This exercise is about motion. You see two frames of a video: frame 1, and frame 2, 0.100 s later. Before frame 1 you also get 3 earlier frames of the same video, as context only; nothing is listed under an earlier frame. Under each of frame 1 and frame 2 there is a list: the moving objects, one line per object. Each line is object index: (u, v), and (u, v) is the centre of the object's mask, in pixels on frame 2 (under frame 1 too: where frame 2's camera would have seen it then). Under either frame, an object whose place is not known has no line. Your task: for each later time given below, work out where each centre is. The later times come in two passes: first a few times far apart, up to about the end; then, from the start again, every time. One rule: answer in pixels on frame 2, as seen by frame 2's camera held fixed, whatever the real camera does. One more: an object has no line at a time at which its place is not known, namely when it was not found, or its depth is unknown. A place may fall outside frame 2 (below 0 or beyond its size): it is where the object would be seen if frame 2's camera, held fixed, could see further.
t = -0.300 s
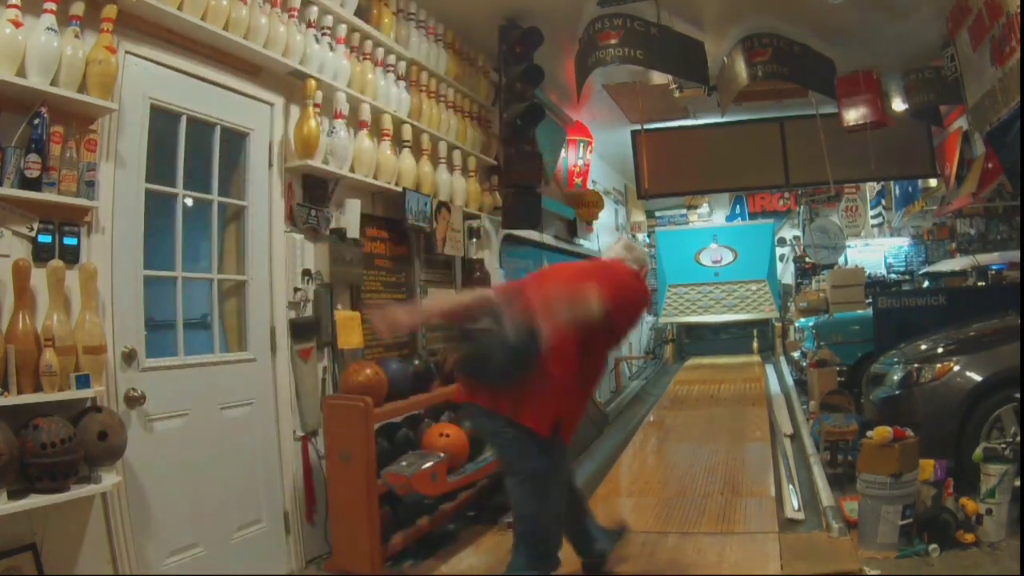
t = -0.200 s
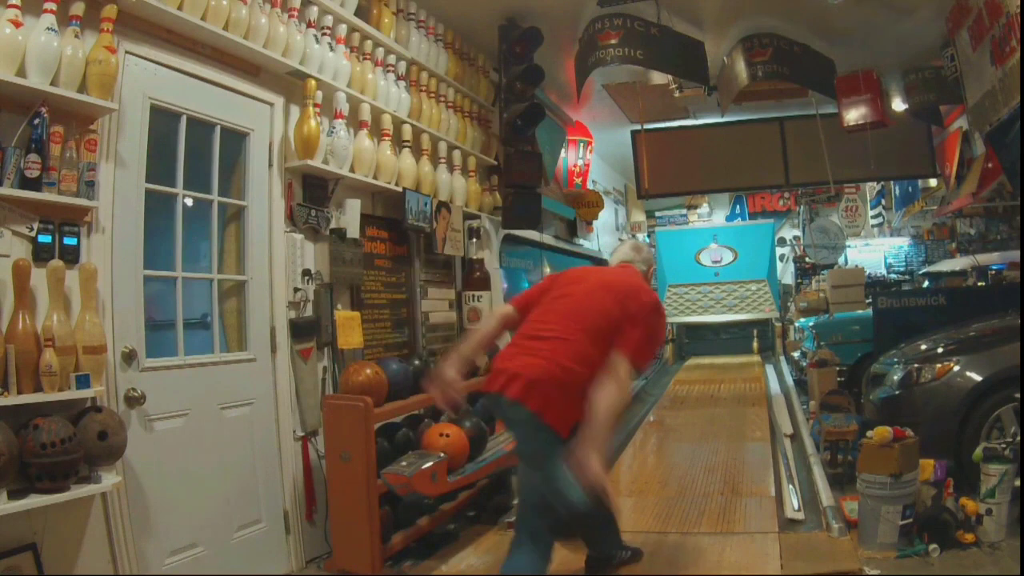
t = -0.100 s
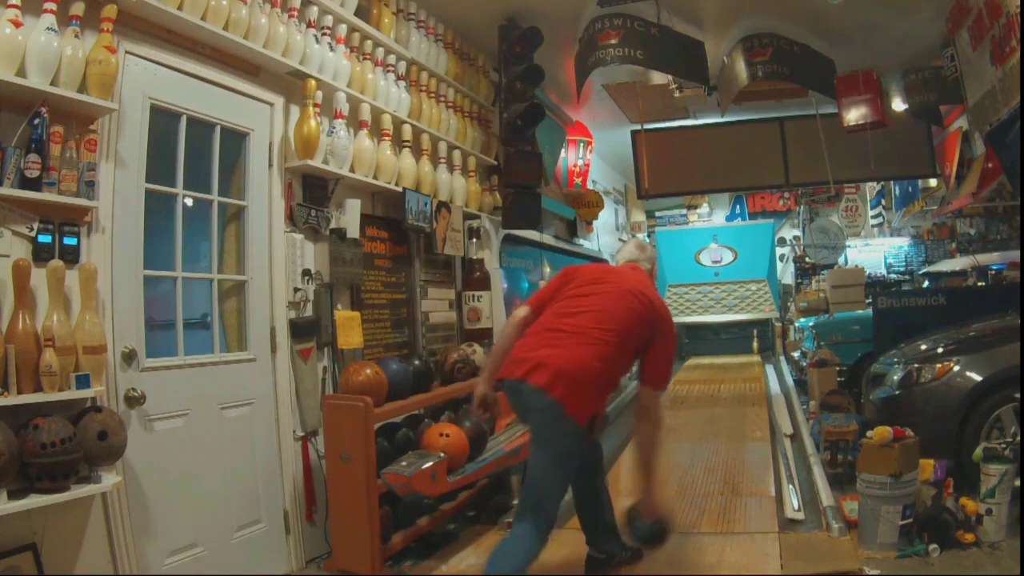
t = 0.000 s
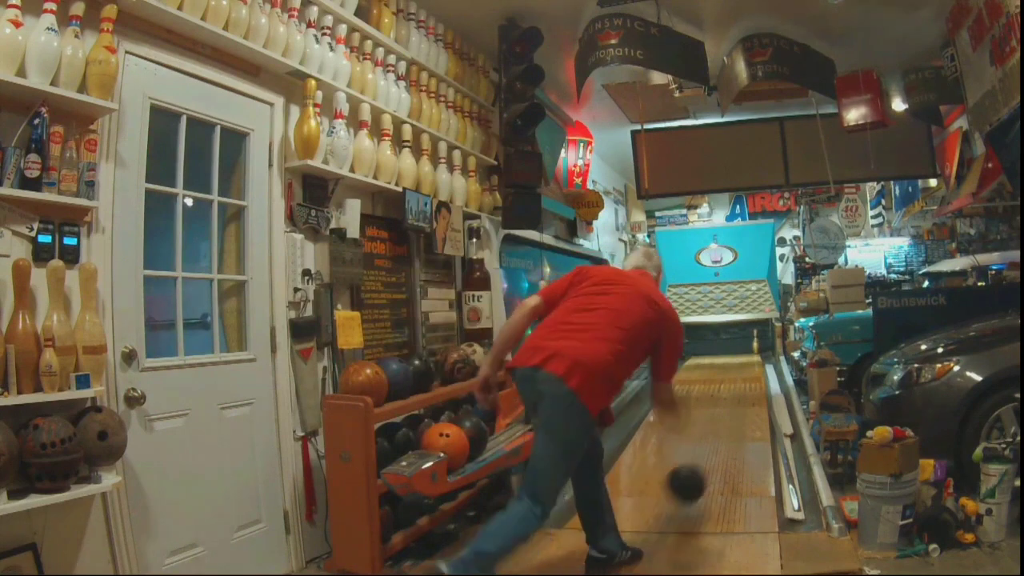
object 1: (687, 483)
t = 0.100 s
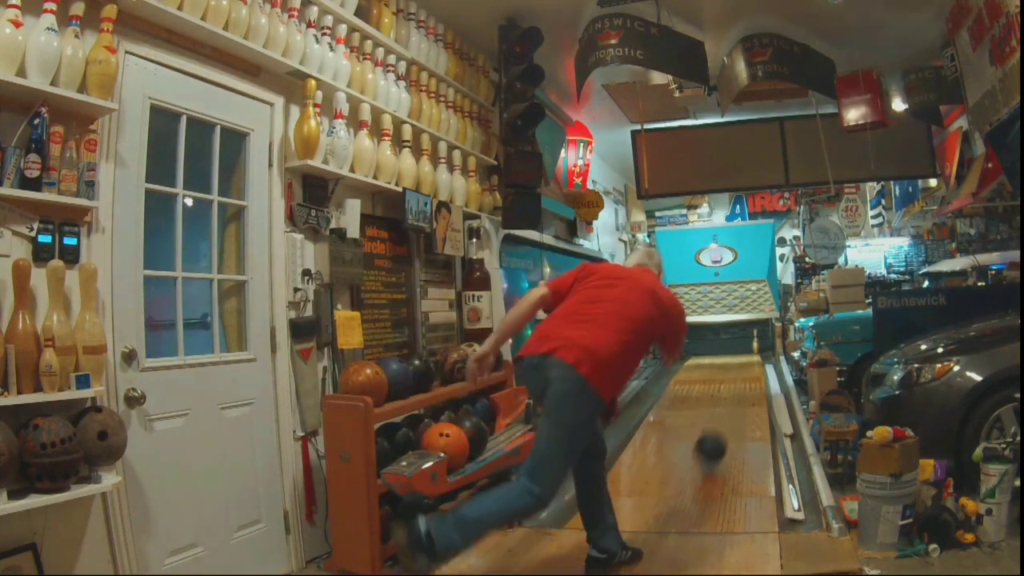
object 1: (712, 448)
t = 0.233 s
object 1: (732, 414)
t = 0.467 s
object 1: (750, 374)
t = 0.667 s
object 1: (760, 354)
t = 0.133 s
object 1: (718, 436)
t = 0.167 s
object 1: (723, 427)
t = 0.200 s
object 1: (730, 422)
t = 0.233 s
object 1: (732, 414)
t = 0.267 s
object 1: (735, 406)
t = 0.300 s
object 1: (738, 400)
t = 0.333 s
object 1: (741, 394)
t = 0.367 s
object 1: (744, 388)
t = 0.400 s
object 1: (746, 383)
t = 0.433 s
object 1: (748, 378)
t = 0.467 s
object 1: (750, 374)
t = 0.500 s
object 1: (753, 370)
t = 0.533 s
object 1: (755, 365)
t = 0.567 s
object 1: (756, 363)
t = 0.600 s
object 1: (757, 360)
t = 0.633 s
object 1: (758, 357)
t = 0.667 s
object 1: (760, 354)
